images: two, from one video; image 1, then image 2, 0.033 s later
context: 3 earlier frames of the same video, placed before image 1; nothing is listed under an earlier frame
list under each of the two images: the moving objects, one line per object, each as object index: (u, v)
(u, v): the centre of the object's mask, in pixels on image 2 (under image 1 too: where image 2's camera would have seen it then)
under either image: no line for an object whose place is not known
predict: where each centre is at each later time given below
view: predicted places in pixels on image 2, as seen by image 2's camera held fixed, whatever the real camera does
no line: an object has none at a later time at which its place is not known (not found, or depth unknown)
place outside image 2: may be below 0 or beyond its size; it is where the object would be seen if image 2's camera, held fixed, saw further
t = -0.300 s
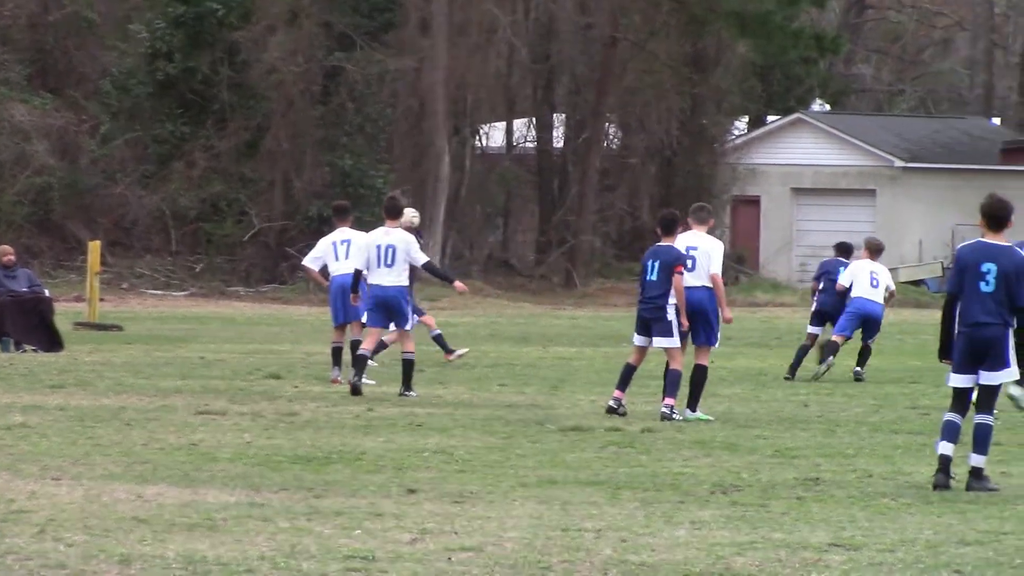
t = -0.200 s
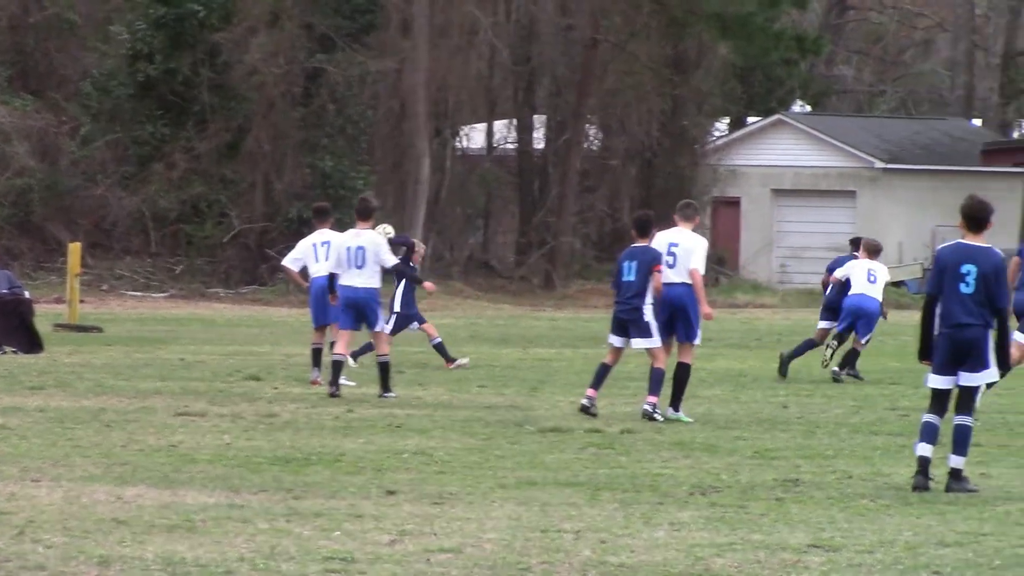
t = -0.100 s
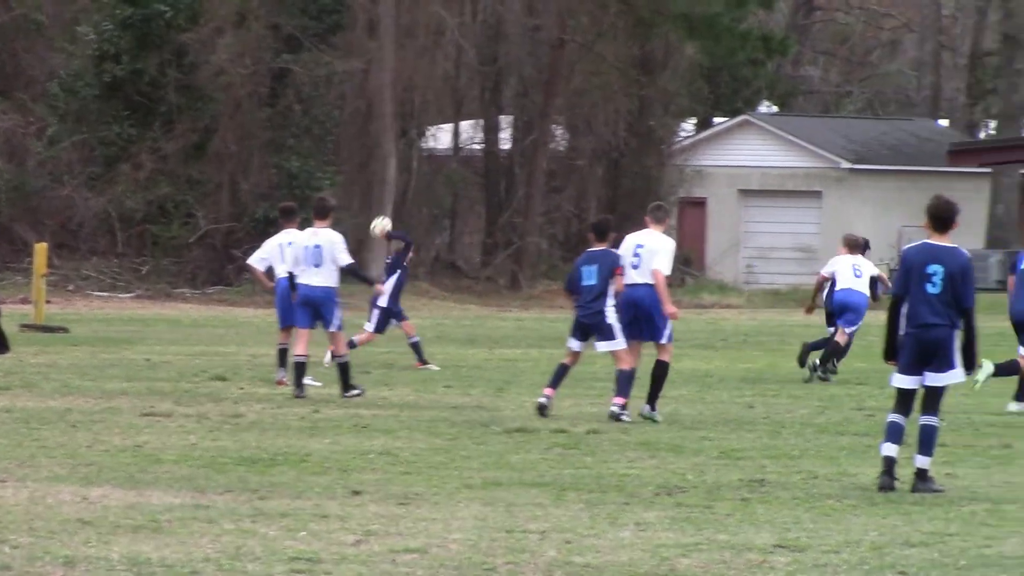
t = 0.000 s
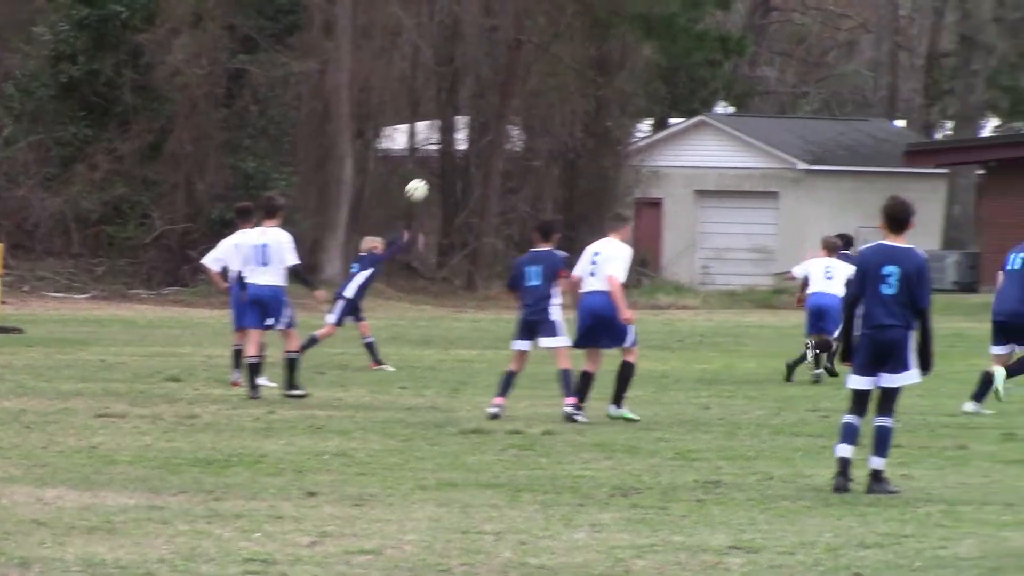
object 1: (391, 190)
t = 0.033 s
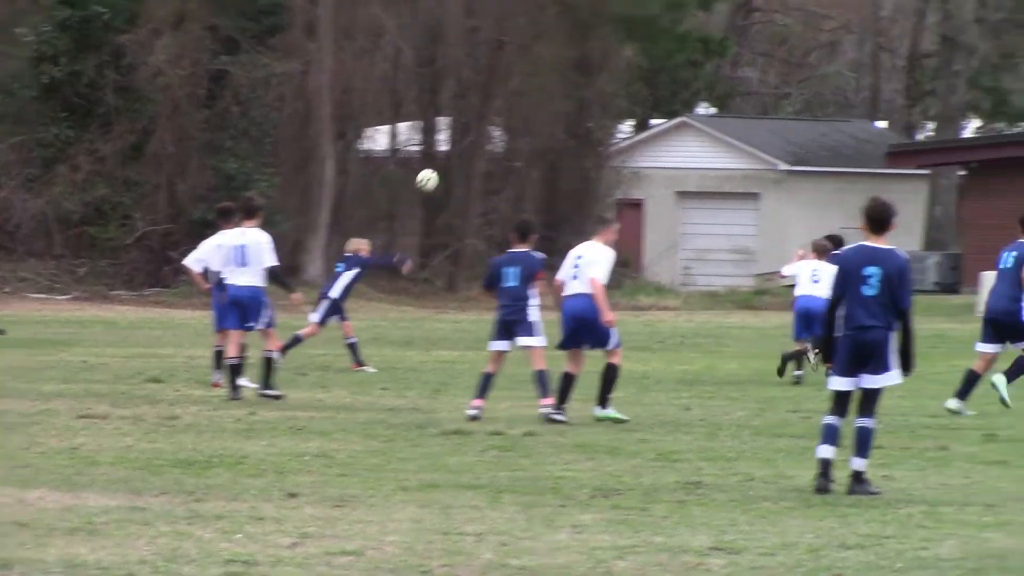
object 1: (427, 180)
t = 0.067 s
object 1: (456, 170)
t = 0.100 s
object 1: (485, 161)
